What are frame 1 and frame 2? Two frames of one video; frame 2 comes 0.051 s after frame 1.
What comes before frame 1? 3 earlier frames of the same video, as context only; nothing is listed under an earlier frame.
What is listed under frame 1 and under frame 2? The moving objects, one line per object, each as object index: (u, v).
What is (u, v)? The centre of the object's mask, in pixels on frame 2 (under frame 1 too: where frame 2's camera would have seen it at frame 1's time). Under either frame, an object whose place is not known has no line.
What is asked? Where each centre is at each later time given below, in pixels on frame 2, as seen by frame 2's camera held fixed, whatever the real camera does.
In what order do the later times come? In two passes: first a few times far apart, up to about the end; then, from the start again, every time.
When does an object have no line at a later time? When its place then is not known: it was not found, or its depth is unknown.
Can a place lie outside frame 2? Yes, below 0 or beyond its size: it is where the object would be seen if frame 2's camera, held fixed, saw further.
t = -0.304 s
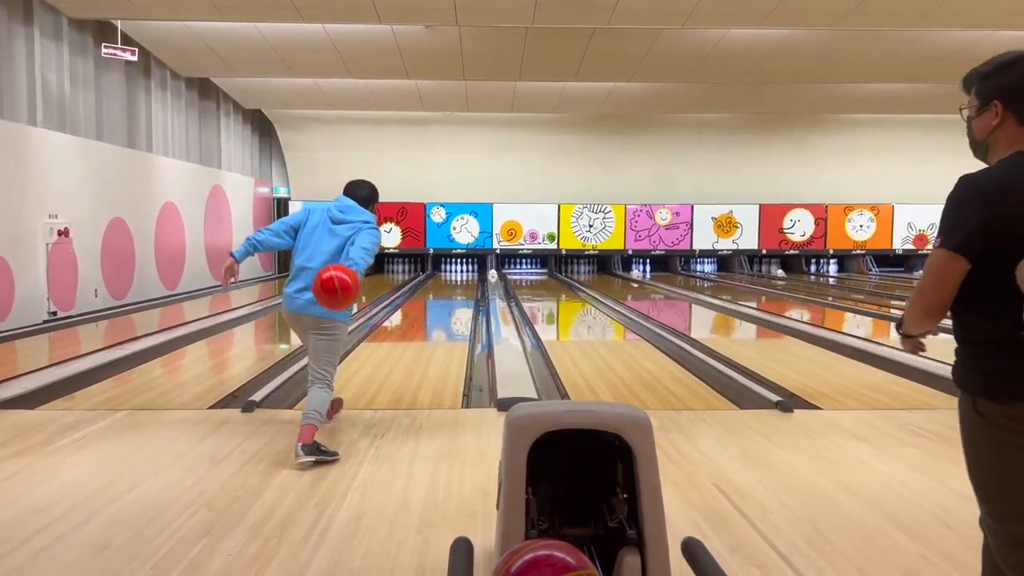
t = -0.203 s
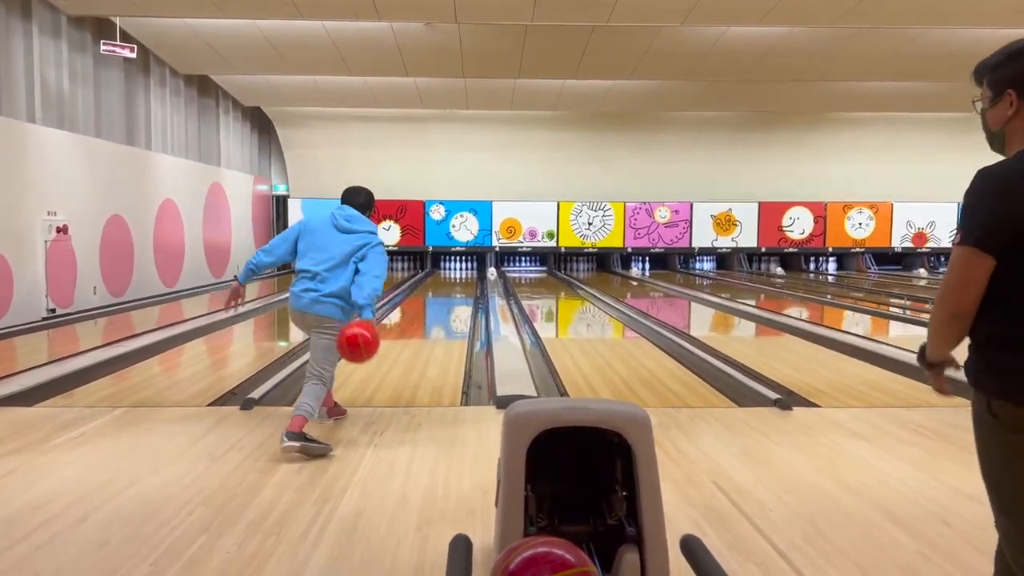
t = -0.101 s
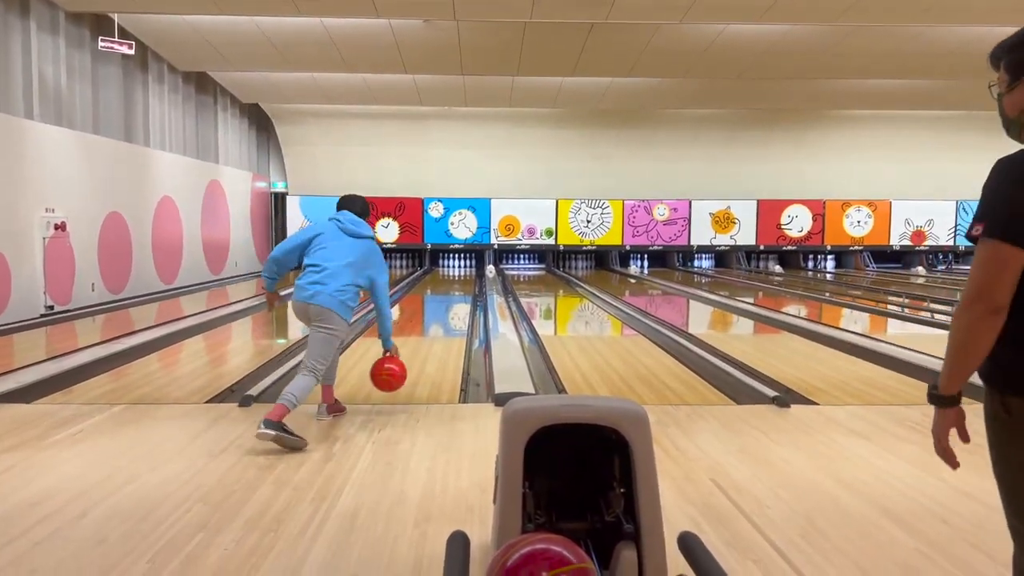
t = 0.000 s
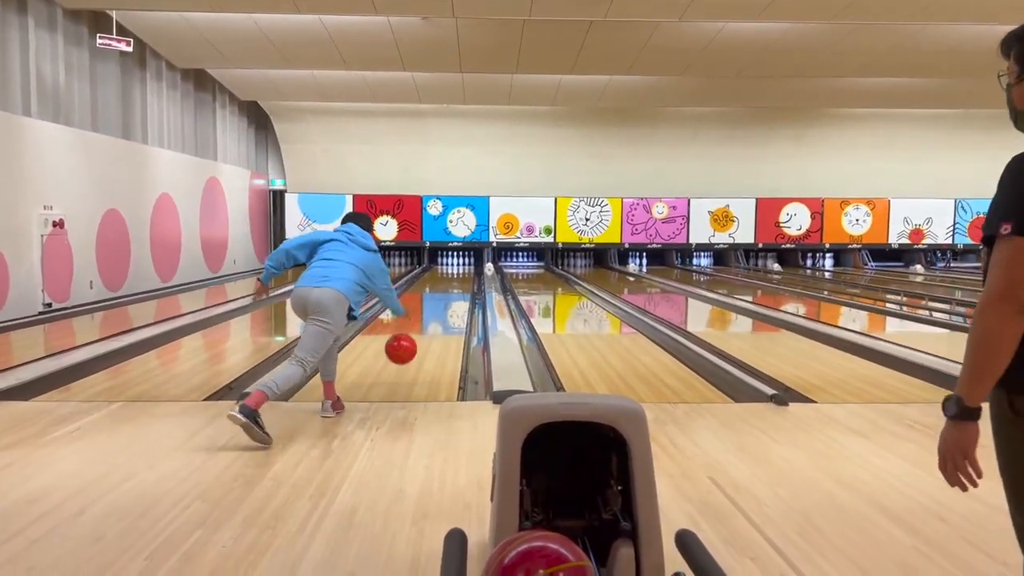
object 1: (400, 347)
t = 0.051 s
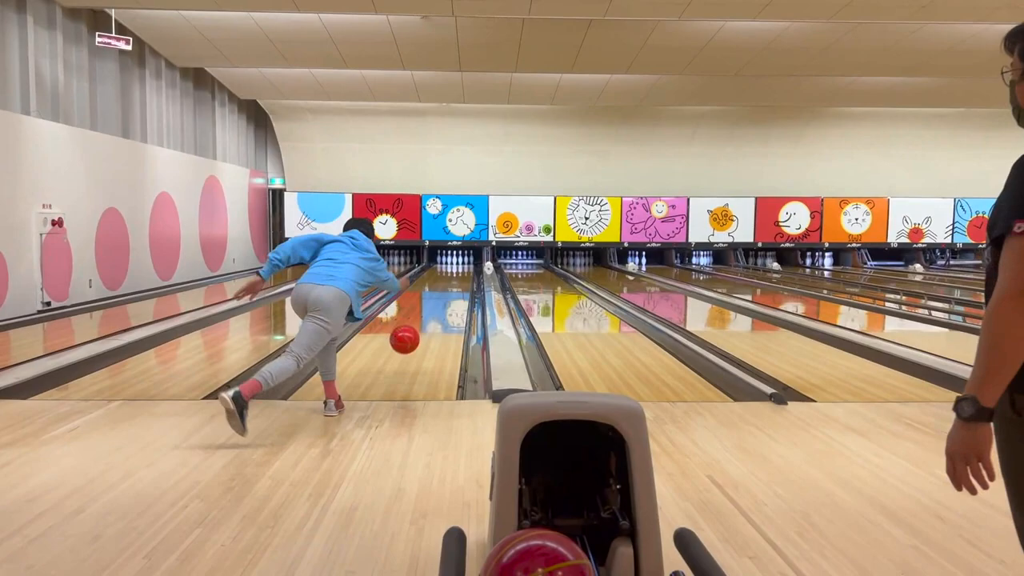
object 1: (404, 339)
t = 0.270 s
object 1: (418, 330)
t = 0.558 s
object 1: (429, 308)
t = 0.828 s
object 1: (436, 295)
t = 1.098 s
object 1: (441, 285)
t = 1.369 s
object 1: (445, 277)
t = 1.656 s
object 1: (447, 271)
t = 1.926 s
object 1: (448, 267)
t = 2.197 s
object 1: (449, 264)
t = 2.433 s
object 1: (450, 262)
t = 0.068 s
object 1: (406, 337)
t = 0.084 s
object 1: (407, 336)
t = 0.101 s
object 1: (408, 335)
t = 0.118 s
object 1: (410, 334)
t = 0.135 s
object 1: (410, 334)
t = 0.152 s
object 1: (411, 334)
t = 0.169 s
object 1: (413, 334)
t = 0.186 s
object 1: (414, 335)
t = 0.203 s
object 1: (415, 336)
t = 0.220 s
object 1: (415, 337)
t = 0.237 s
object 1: (416, 335)
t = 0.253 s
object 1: (417, 332)
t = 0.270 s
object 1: (418, 330)
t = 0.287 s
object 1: (419, 329)
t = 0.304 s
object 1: (420, 327)
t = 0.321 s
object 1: (421, 326)
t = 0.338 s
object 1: (421, 324)
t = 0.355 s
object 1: (422, 323)
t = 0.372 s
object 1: (423, 322)
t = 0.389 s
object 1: (424, 320)
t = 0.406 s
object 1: (425, 319)
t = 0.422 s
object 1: (425, 318)
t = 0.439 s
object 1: (426, 316)
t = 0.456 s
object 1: (426, 315)
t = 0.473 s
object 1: (427, 314)
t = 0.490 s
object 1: (428, 313)
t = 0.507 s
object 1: (428, 312)
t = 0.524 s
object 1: (429, 310)
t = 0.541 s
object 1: (429, 309)
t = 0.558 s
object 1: (429, 308)
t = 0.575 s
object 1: (430, 307)
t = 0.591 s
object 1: (431, 306)
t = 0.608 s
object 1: (431, 305)
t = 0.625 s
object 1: (431, 304)
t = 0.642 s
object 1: (432, 303)
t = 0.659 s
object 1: (432, 303)
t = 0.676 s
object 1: (433, 302)
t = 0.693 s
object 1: (433, 301)
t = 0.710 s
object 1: (434, 300)
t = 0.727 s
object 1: (434, 299)
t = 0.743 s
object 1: (434, 299)
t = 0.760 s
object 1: (435, 298)
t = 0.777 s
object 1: (435, 297)
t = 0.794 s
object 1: (436, 296)
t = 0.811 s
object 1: (436, 296)
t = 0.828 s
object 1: (436, 295)
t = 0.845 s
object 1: (436, 294)
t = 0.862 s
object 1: (437, 293)
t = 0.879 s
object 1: (437, 293)
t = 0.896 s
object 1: (438, 292)
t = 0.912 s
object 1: (438, 291)
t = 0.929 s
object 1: (438, 291)
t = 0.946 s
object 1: (439, 290)
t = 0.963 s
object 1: (439, 290)
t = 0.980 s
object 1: (439, 289)
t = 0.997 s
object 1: (439, 289)
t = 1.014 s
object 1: (440, 288)
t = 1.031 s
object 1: (440, 287)
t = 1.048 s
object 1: (440, 287)
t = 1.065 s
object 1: (440, 287)
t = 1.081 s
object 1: (441, 286)
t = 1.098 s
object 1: (441, 285)
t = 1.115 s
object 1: (442, 283)
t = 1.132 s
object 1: (441, 283)
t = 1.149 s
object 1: (442, 283)
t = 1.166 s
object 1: (442, 283)
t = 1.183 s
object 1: (442, 282)
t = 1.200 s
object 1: (442, 281)
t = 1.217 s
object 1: (442, 281)
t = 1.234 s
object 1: (442, 280)
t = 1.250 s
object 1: (443, 280)
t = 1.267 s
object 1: (443, 280)
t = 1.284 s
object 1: (443, 279)
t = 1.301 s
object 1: (443, 279)
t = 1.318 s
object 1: (444, 278)
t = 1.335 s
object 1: (445, 277)
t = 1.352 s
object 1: (445, 277)
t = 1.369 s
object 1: (445, 277)
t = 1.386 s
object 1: (445, 276)
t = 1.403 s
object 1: (445, 277)
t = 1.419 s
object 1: (445, 276)
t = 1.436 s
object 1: (446, 275)
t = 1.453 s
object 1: (446, 275)
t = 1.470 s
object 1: (446, 275)
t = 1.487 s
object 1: (446, 274)
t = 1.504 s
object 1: (446, 274)
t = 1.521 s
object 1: (446, 274)
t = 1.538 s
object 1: (446, 273)
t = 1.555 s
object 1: (446, 273)
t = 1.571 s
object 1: (446, 273)
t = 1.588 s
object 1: (446, 272)
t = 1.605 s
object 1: (446, 272)
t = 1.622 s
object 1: (446, 272)
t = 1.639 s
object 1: (446, 272)
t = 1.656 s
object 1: (447, 271)
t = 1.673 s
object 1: (446, 271)
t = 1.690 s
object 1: (447, 271)
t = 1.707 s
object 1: (447, 270)
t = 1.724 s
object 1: (447, 270)
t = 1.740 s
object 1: (447, 270)
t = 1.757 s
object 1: (447, 270)
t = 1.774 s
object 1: (447, 269)
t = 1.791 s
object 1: (447, 269)
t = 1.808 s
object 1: (447, 269)
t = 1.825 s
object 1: (447, 268)
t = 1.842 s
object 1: (447, 268)
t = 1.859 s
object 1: (448, 268)
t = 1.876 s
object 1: (448, 268)
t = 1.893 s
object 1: (448, 267)
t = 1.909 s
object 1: (448, 267)
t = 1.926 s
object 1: (448, 267)
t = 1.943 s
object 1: (448, 267)
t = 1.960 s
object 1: (449, 267)
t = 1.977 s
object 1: (449, 267)
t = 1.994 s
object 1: (449, 267)
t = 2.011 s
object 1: (449, 266)
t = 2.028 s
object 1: (449, 266)
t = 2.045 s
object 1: (449, 266)
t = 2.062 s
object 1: (449, 266)
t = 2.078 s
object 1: (449, 266)
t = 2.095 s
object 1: (449, 266)
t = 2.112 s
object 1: (449, 265)
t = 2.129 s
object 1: (449, 265)
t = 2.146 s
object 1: (449, 265)
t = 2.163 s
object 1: (449, 264)
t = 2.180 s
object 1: (449, 264)
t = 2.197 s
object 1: (449, 264)
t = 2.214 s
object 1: (449, 264)
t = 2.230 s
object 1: (449, 263)
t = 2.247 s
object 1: (449, 264)
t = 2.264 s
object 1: (449, 263)
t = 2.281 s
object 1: (449, 263)
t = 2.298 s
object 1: (449, 263)
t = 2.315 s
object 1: (449, 263)
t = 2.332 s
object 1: (449, 263)
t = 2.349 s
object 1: (449, 262)
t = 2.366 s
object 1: (450, 262)
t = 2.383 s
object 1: (450, 262)
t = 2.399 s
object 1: (450, 262)
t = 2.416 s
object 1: (450, 262)
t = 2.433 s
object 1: (450, 262)
